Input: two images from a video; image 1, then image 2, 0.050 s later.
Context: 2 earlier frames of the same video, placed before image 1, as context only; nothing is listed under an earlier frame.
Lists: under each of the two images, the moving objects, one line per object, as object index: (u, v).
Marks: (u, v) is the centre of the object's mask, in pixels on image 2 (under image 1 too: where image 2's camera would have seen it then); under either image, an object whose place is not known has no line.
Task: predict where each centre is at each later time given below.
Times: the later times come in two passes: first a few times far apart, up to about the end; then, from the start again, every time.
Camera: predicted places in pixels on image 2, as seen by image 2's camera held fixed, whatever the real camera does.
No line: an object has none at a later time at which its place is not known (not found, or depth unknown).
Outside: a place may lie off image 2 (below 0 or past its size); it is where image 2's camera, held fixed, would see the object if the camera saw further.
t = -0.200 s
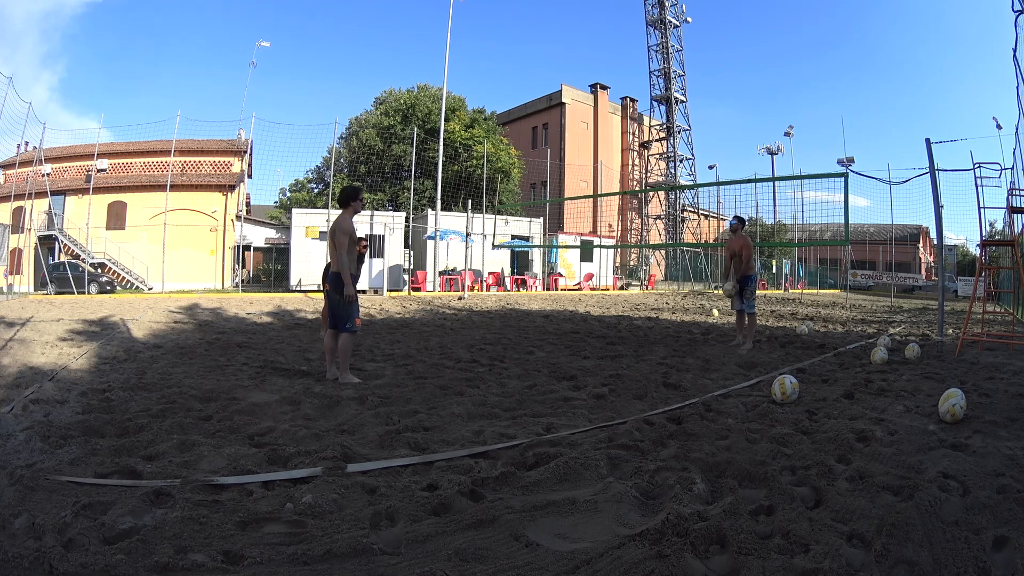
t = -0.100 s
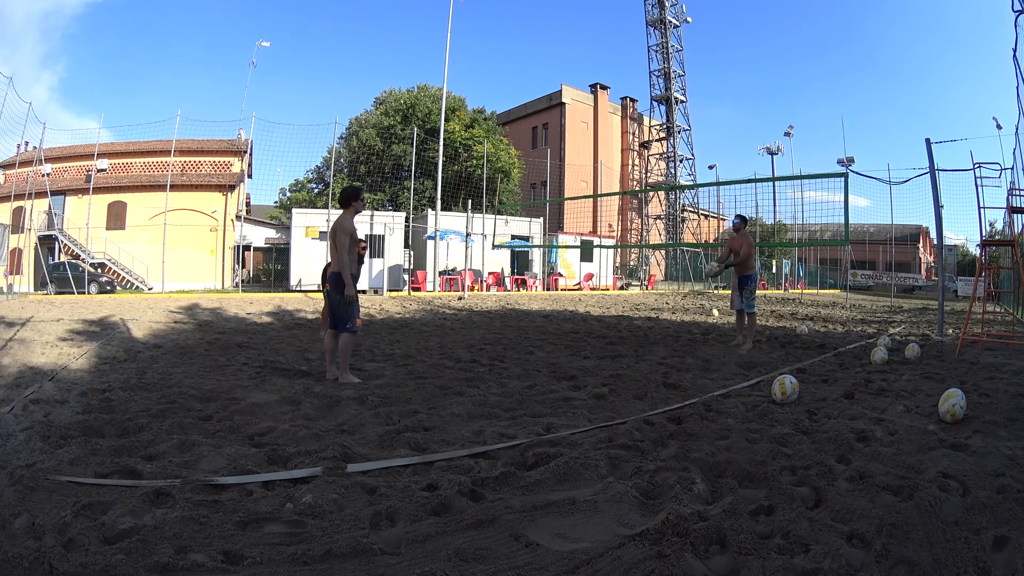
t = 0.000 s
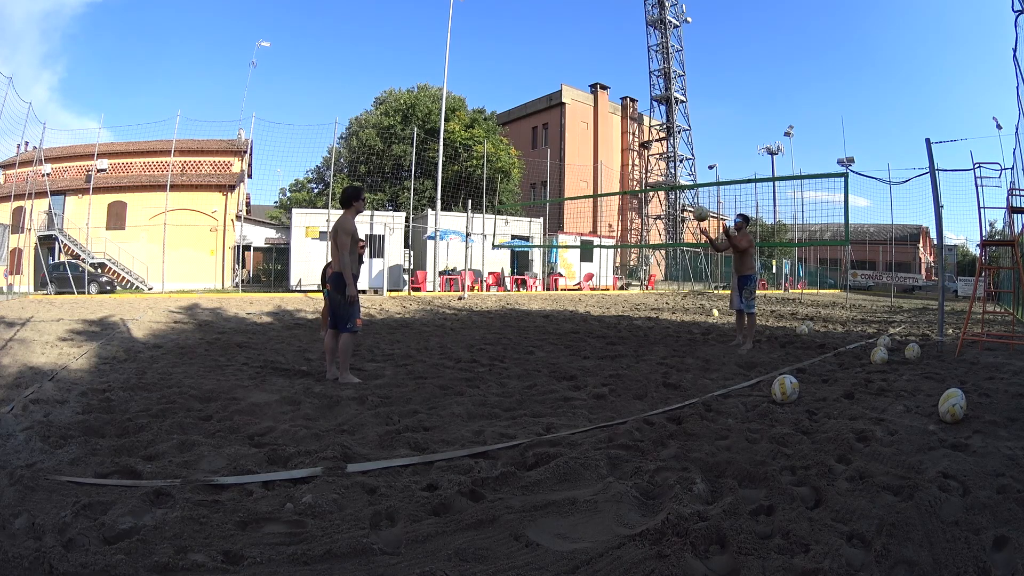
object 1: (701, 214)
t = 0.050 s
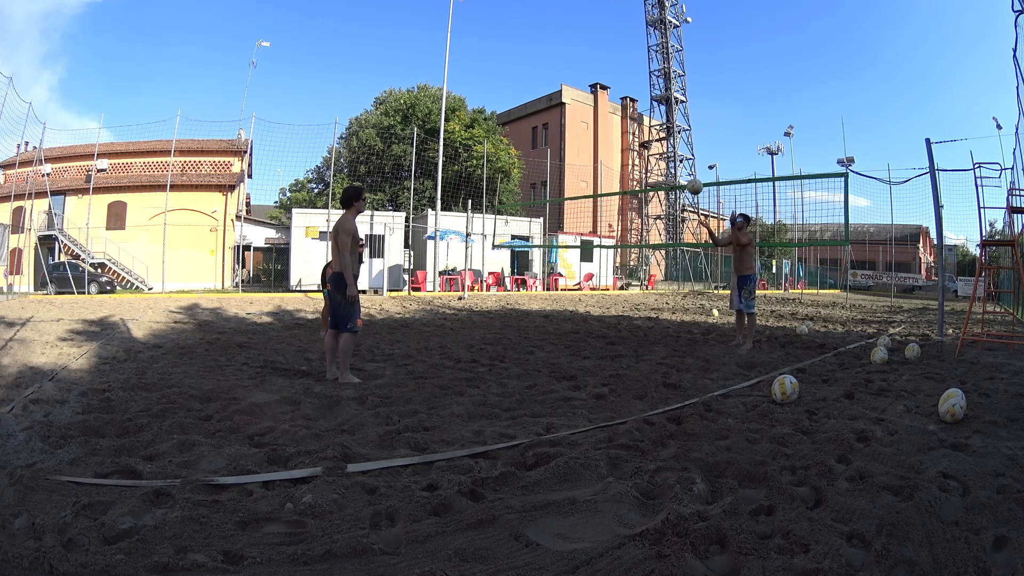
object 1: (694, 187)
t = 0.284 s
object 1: (665, 89)
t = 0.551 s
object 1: (629, 29)
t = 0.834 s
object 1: (591, 16)
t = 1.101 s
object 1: (553, 54)
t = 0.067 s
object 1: (692, 178)
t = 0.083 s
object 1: (690, 170)
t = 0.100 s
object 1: (688, 162)
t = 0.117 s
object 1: (686, 154)
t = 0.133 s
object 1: (684, 147)
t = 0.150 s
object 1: (682, 139)
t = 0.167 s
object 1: (679, 132)
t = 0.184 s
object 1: (678, 125)
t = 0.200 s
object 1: (675, 118)
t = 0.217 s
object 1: (673, 112)
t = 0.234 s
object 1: (671, 106)
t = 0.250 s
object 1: (669, 100)
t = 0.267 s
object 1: (666, 95)
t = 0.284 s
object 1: (665, 89)
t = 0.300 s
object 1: (662, 84)
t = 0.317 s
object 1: (660, 78)
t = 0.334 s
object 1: (658, 73)
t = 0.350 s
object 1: (656, 70)
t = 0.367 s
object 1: (653, 65)
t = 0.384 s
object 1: (651, 61)
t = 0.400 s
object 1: (649, 57)
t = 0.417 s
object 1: (646, 53)
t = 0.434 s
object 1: (644, 49)
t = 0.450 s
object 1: (642, 46)
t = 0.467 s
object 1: (640, 43)
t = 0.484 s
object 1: (638, 40)
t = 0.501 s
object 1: (635, 37)
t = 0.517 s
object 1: (633, 34)
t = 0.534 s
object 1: (631, 31)
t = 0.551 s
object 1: (629, 29)
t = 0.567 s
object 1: (627, 27)
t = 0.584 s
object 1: (624, 25)
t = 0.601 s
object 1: (622, 23)
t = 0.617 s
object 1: (620, 22)
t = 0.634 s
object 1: (618, 20)
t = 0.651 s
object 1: (616, 19)
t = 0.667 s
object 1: (613, 18)
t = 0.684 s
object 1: (611, 17)
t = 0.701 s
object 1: (609, 16)
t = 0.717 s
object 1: (607, 15)
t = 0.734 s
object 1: (605, 15)
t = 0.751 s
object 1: (602, 15)
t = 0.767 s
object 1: (600, 15)
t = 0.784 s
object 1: (598, 15)
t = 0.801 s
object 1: (596, 15)
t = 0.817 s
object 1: (594, 15)
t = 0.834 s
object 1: (591, 16)
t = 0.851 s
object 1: (589, 17)
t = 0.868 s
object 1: (587, 18)
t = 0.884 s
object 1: (585, 19)
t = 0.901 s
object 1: (582, 20)
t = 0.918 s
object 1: (580, 22)
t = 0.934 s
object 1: (578, 24)
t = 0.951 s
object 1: (575, 26)
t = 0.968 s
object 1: (573, 28)
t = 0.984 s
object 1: (571, 31)
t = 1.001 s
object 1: (568, 33)
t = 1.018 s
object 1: (566, 36)
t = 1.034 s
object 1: (563, 39)
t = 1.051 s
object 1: (561, 43)
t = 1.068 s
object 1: (558, 46)
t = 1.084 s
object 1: (556, 50)
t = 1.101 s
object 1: (553, 54)
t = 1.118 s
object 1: (551, 59)
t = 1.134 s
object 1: (548, 63)
